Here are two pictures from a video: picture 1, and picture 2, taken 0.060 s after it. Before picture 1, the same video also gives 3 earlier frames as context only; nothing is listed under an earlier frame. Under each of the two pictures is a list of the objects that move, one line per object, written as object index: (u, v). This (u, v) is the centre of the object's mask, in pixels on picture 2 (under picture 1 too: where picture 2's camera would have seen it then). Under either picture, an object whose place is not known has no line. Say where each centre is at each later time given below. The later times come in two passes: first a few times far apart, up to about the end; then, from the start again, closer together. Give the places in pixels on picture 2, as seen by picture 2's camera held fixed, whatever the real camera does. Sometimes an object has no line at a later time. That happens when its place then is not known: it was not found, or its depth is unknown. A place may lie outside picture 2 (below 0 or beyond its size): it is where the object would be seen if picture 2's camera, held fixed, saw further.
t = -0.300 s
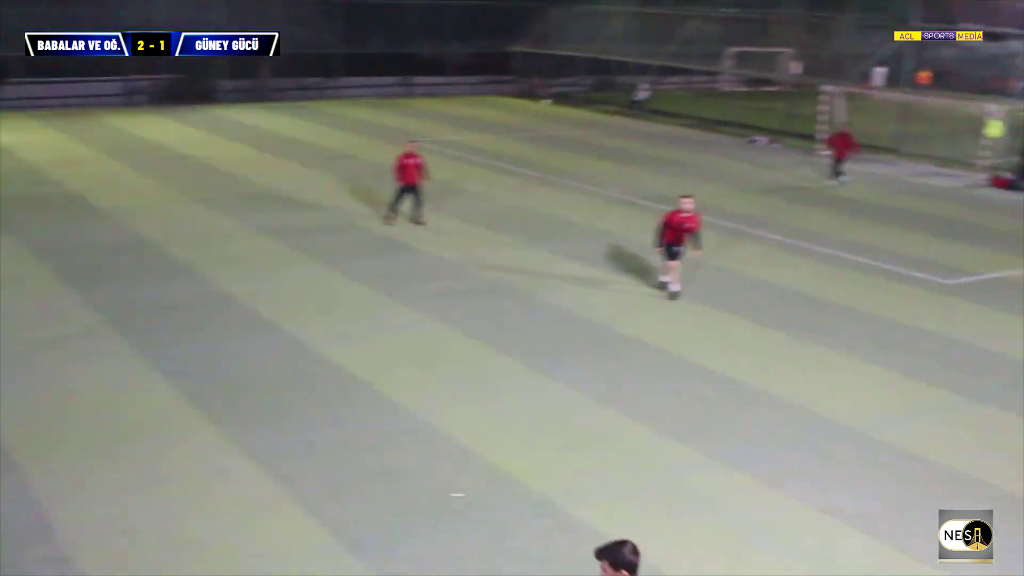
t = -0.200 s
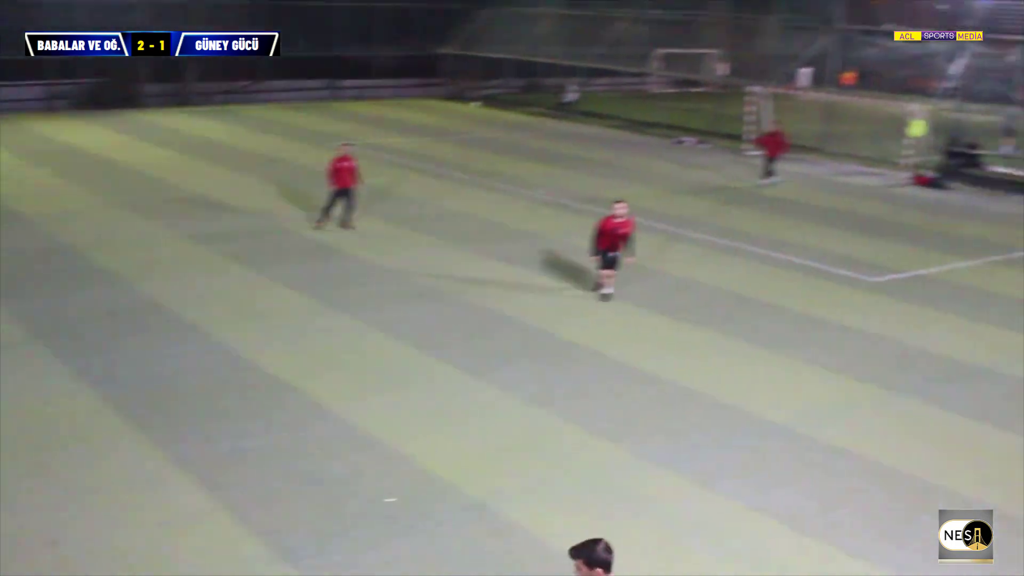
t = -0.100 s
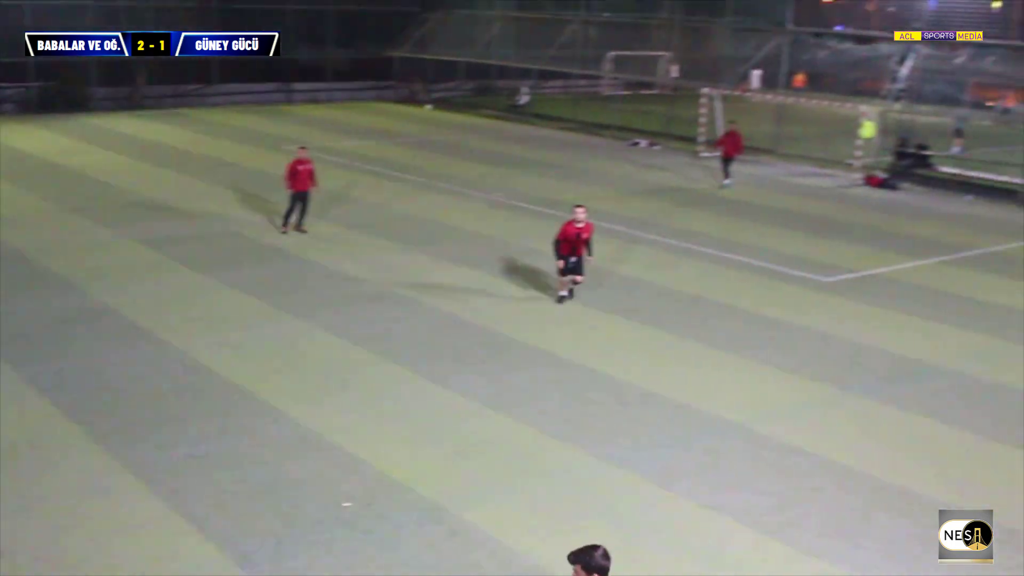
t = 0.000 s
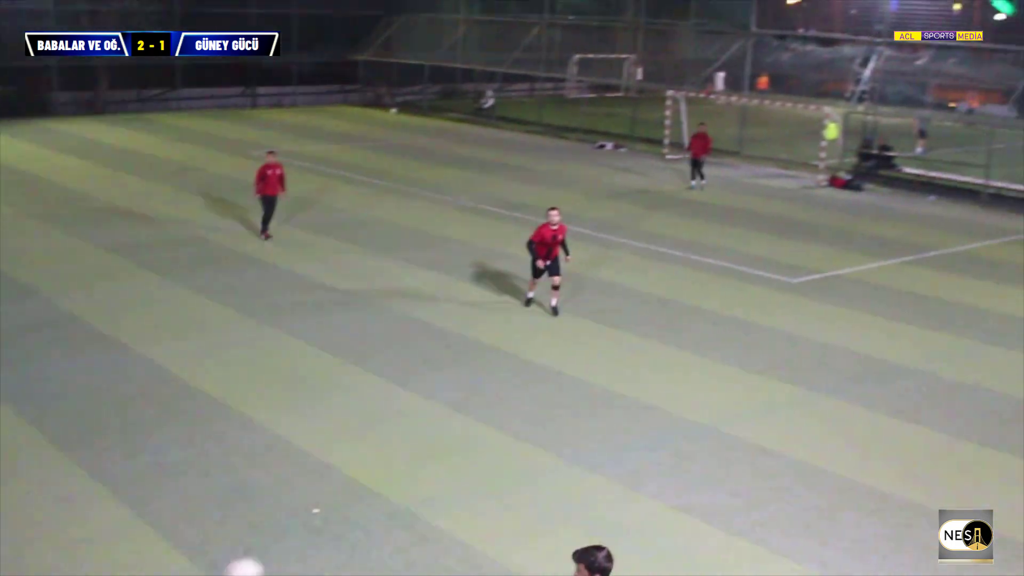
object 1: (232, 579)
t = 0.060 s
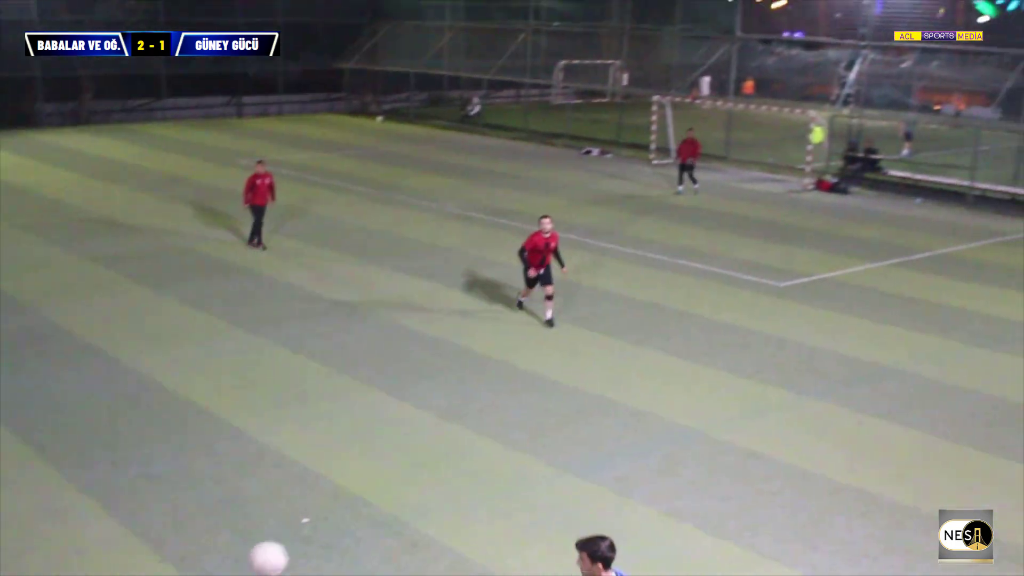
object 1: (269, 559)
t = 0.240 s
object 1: (368, 513)
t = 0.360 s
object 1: (426, 514)
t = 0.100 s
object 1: (292, 543)
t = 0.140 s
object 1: (316, 532)
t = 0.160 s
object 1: (325, 527)
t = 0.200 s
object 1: (347, 518)
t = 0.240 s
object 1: (368, 513)
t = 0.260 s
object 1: (378, 512)
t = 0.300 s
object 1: (398, 510)
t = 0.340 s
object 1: (417, 513)
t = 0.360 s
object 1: (426, 514)
